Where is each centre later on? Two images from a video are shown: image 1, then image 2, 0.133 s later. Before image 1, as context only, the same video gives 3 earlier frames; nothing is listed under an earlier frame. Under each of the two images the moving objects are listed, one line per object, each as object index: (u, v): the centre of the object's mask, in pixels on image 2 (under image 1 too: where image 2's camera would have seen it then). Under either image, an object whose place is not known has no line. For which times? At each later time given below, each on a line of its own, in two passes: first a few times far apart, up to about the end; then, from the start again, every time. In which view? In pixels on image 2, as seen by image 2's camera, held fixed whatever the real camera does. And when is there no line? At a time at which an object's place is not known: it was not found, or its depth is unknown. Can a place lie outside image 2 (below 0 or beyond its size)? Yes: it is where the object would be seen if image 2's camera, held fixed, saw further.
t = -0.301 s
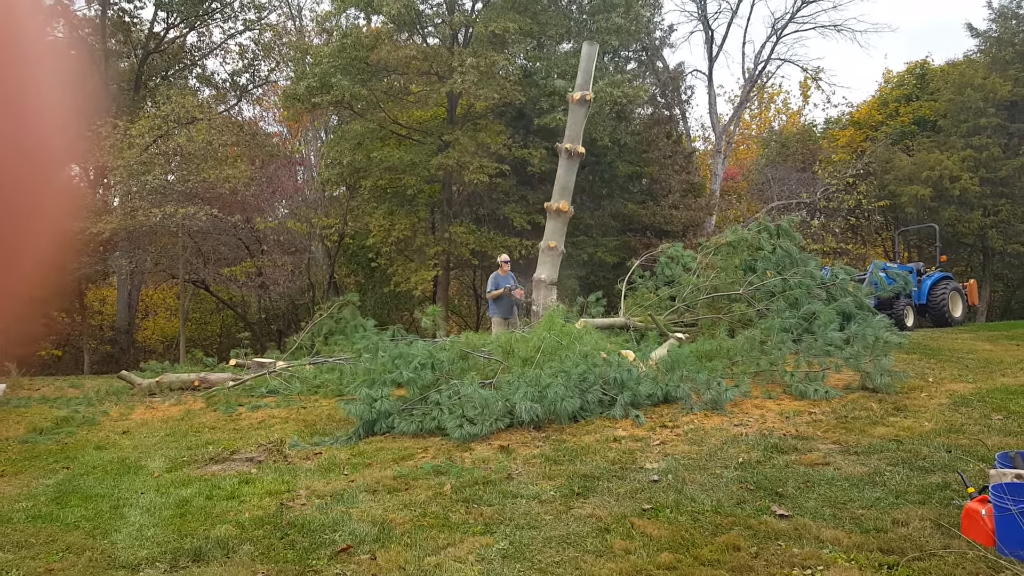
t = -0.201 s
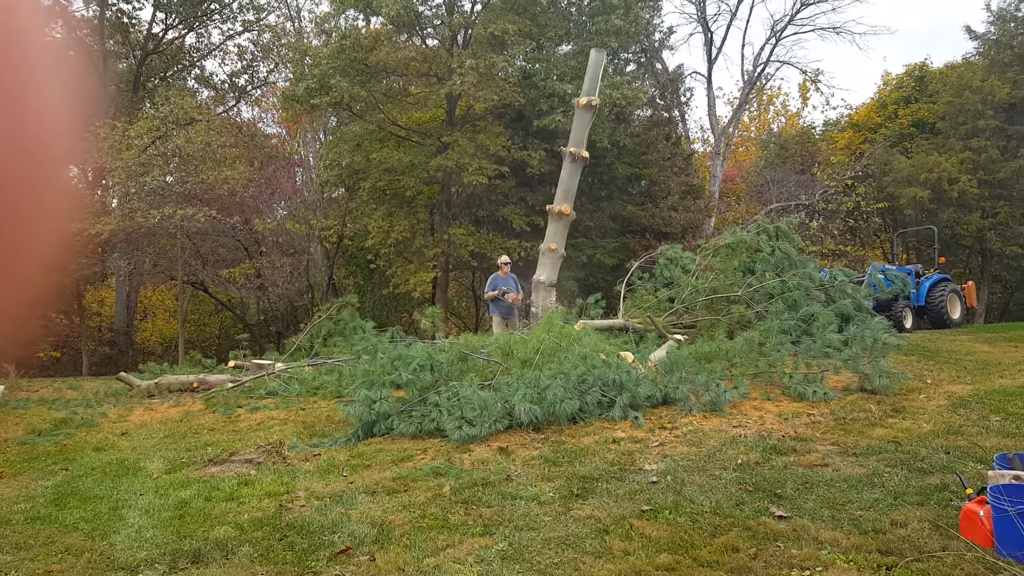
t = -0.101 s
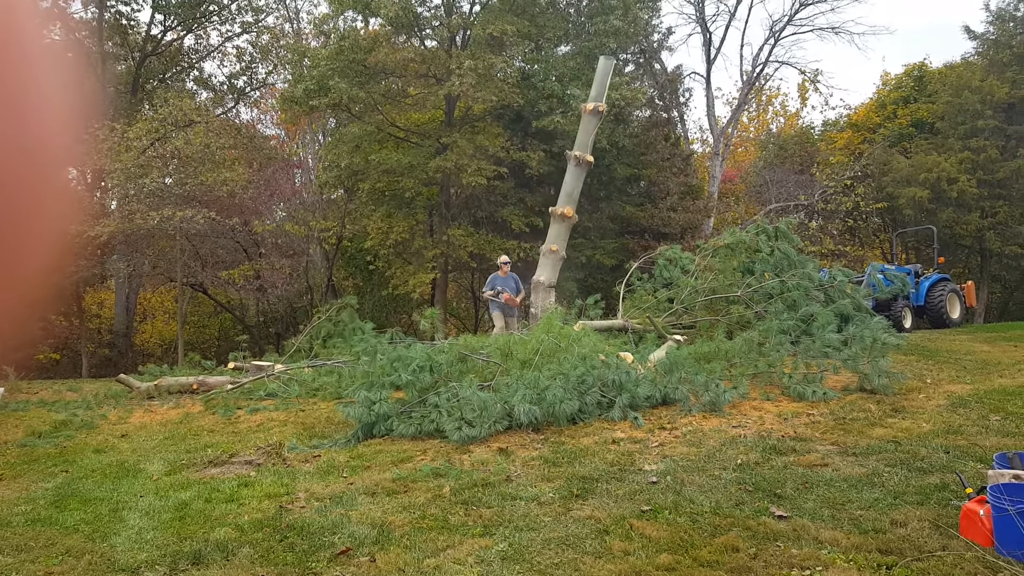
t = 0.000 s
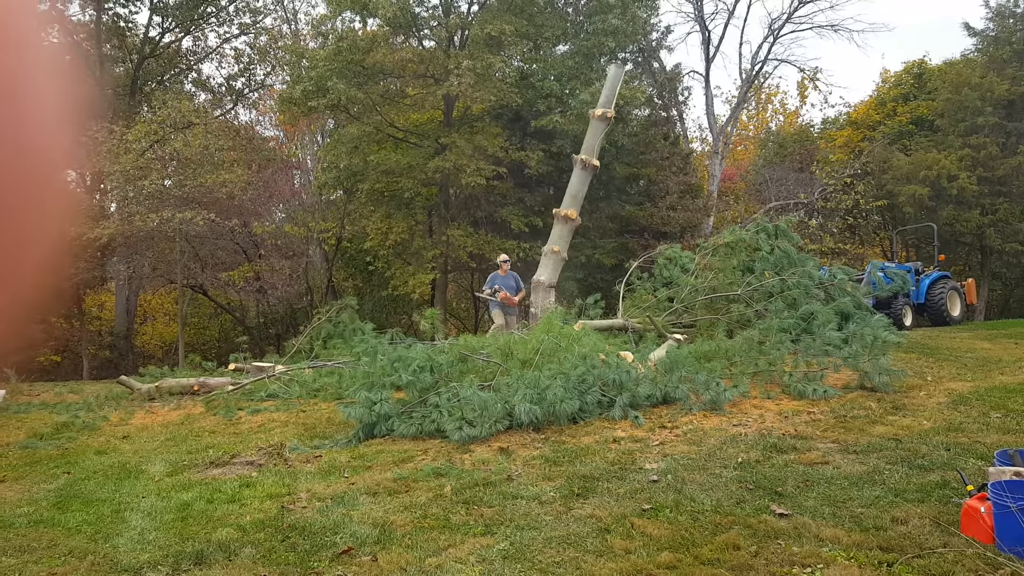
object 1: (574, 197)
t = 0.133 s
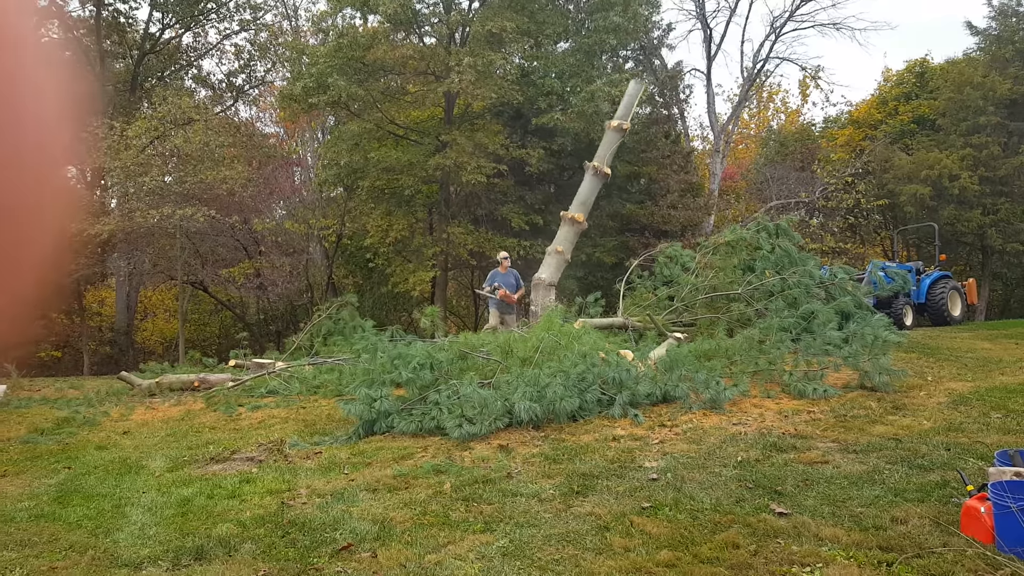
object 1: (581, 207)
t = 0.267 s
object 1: (589, 218)
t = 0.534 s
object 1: (604, 255)
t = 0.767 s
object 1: (600, 302)
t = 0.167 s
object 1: (583, 209)
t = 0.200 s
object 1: (585, 211)
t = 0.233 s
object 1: (587, 214)
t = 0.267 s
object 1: (589, 218)
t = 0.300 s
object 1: (591, 221)
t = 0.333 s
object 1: (593, 225)
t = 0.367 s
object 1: (594, 230)
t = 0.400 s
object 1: (596, 234)
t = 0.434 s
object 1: (598, 238)
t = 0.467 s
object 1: (600, 243)
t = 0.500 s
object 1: (601, 249)
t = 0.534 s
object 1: (604, 255)
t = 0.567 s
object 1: (606, 261)
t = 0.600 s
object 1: (607, 268)
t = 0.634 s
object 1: (603, 276)
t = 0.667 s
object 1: (594, 285)
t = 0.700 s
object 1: (593, 291)
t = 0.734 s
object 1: (588, 297)
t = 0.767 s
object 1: (600, 302)
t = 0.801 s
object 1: (596, 307)
